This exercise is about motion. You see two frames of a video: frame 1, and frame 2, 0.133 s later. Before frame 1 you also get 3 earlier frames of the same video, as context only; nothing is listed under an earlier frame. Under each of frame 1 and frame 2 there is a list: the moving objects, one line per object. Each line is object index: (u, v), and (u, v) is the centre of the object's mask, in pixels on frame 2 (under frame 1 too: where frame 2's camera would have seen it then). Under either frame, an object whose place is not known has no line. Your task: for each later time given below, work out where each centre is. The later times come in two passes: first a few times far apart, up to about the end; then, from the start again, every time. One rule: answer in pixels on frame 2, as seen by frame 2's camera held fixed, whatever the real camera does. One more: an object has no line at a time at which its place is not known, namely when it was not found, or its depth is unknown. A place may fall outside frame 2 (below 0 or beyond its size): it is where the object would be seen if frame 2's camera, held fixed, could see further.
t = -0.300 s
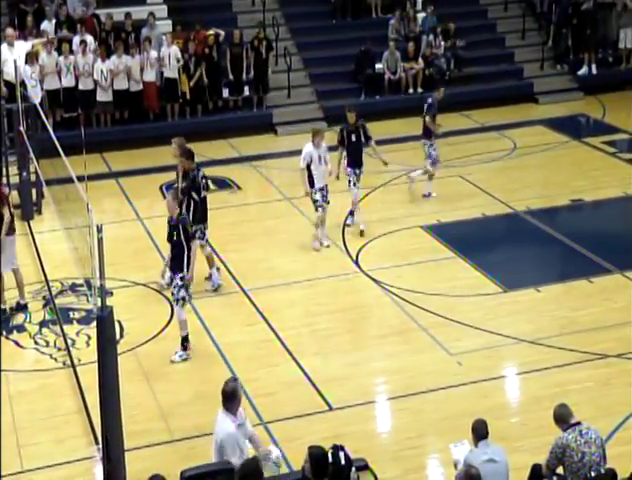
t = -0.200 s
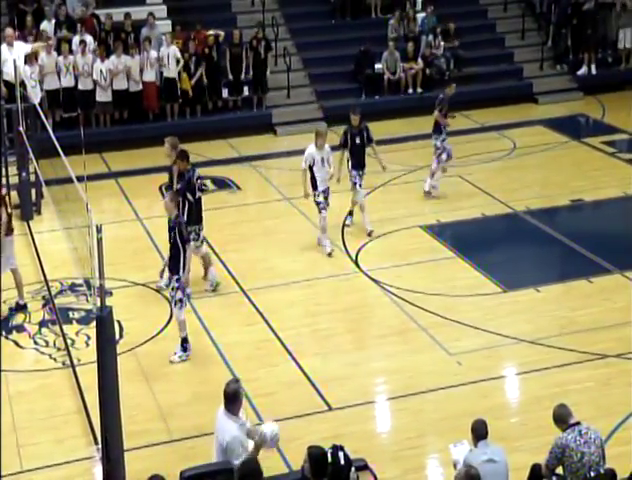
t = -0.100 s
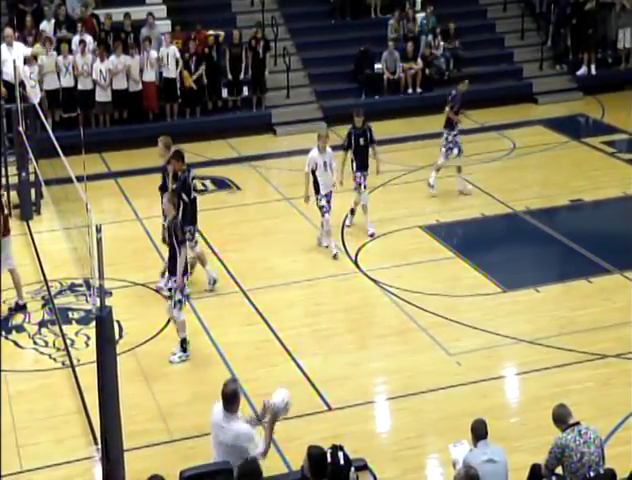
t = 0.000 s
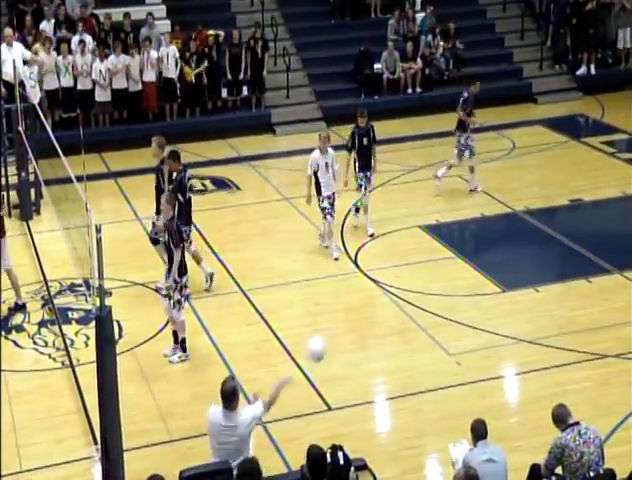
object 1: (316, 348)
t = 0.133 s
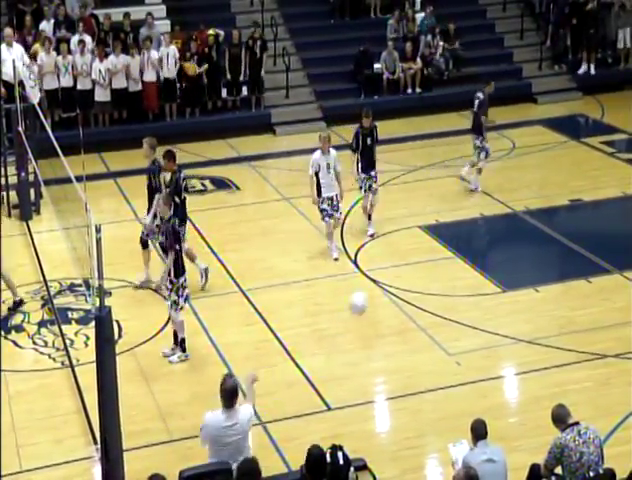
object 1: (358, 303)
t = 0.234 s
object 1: (385, 285)
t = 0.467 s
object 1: (437, 285)
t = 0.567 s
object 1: (455, 297)
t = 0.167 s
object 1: (367, 295)
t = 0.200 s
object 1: (376, 290)
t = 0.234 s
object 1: (385, 285)
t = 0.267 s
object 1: (394, 281)
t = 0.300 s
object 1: (402, 279)
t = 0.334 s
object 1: (409, 279)
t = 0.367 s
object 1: (417, 280)
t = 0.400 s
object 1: (424, 280)
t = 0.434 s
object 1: (430, 281)
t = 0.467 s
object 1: (437, 285)
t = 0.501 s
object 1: (442, 287)
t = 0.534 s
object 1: (447, 293)
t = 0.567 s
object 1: (455, 297)
